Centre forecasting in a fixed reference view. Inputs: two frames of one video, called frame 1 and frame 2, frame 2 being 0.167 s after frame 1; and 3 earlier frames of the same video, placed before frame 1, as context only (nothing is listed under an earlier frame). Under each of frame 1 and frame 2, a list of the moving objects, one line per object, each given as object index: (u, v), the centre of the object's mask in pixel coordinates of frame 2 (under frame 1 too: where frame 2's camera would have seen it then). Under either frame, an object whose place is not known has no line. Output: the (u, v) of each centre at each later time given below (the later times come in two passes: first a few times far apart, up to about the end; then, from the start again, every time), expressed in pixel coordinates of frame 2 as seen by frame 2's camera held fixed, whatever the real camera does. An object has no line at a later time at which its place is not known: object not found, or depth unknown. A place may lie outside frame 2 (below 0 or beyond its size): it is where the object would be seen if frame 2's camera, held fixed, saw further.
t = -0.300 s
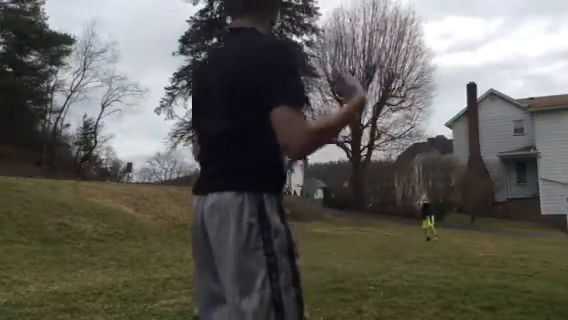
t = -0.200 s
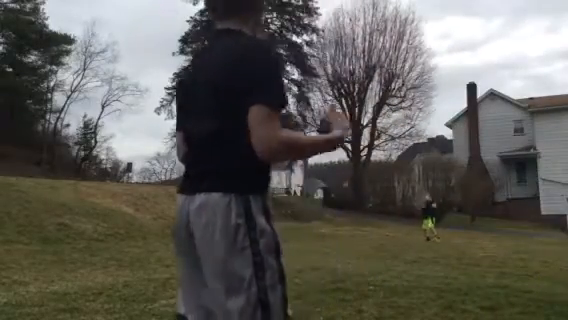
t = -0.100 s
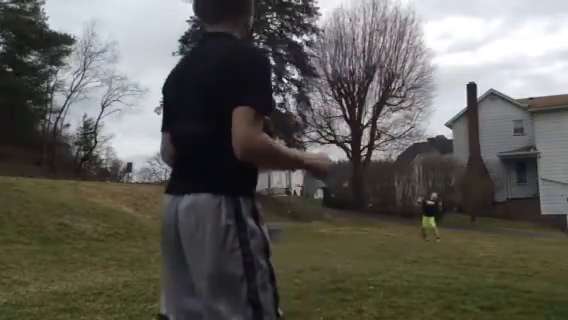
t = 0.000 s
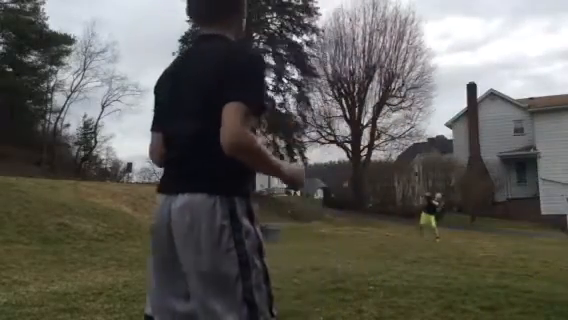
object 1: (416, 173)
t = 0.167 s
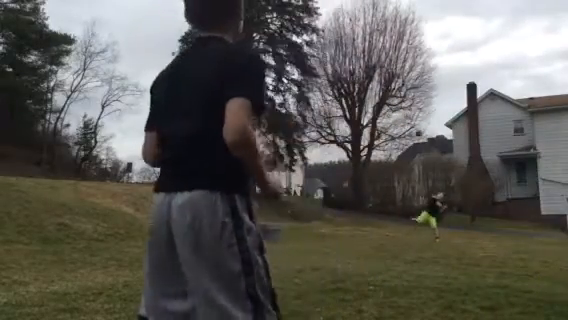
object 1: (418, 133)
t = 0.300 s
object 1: (421, 103)
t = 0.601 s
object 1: (432, 40)
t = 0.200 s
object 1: (418, 125)
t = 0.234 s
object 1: (419, 117)
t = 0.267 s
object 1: (420, 110)
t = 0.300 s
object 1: (421, 103)
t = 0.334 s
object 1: (422, 95)
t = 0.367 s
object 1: (423, 88)
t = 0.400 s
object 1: (424, 81)
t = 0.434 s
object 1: (425, 74)
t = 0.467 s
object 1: (426, 67)
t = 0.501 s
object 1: (427, 60)
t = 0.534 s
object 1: (429, 53)
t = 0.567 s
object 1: (431, 46)
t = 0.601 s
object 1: (432, 40)
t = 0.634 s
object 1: (434, 33)
